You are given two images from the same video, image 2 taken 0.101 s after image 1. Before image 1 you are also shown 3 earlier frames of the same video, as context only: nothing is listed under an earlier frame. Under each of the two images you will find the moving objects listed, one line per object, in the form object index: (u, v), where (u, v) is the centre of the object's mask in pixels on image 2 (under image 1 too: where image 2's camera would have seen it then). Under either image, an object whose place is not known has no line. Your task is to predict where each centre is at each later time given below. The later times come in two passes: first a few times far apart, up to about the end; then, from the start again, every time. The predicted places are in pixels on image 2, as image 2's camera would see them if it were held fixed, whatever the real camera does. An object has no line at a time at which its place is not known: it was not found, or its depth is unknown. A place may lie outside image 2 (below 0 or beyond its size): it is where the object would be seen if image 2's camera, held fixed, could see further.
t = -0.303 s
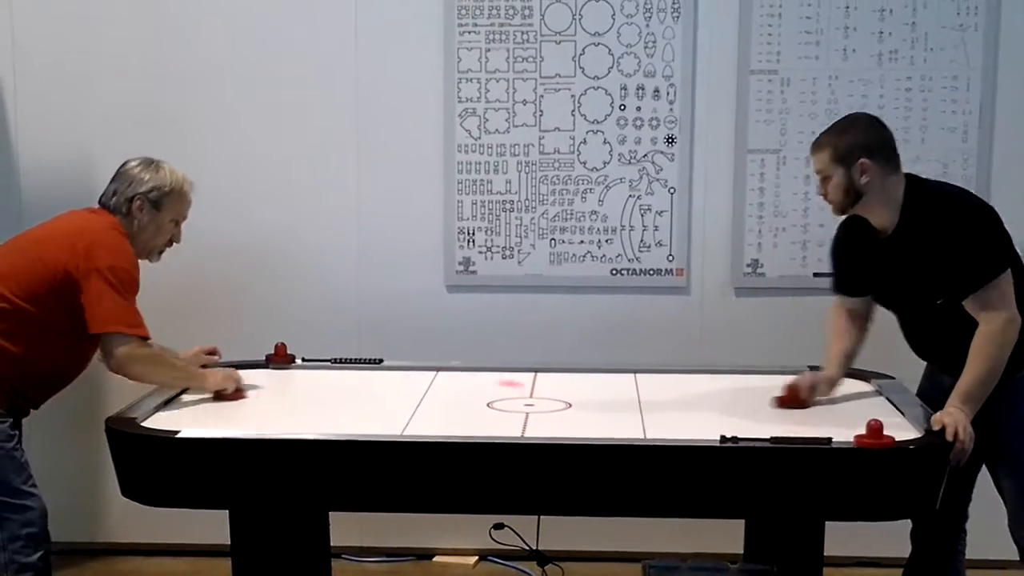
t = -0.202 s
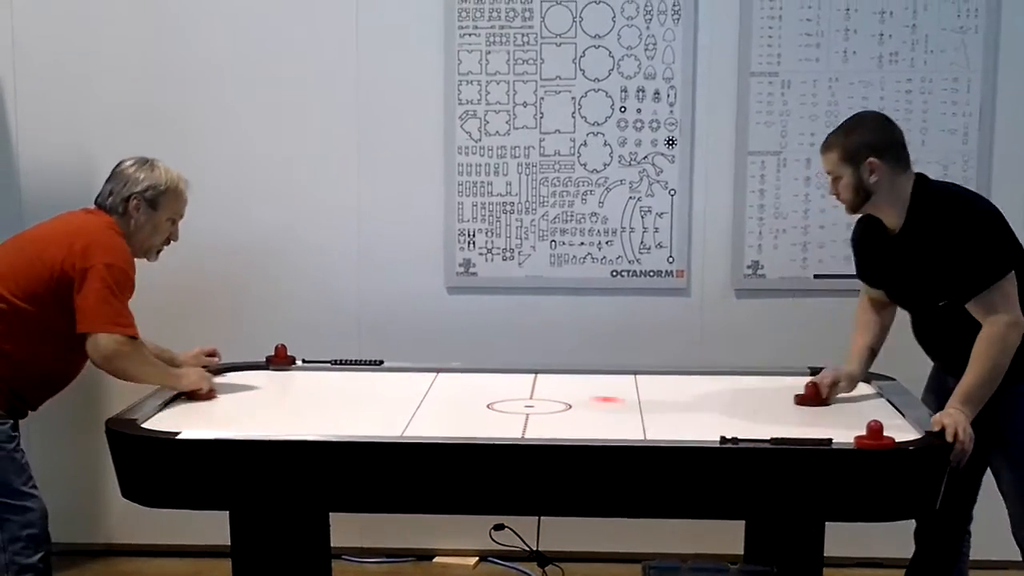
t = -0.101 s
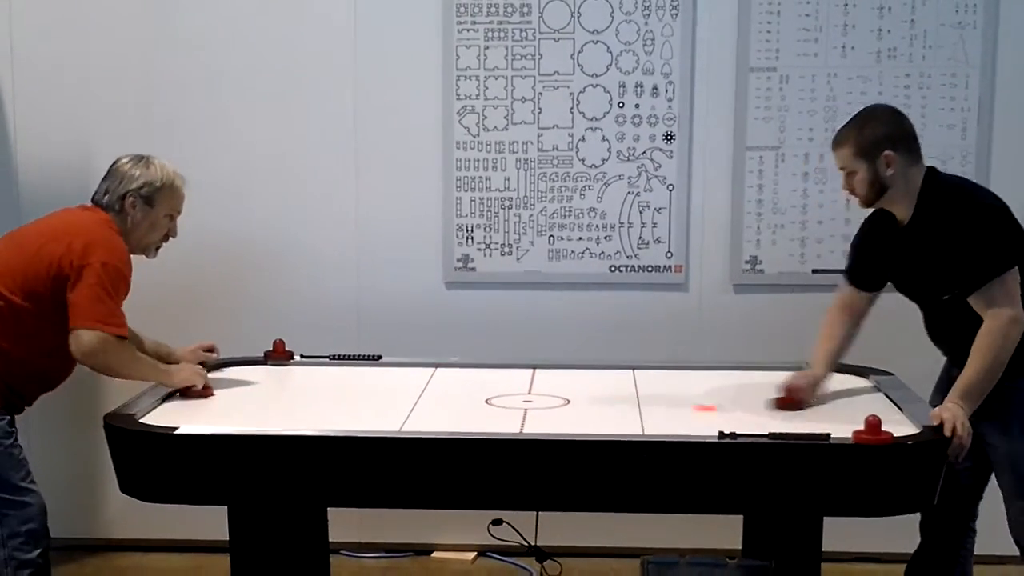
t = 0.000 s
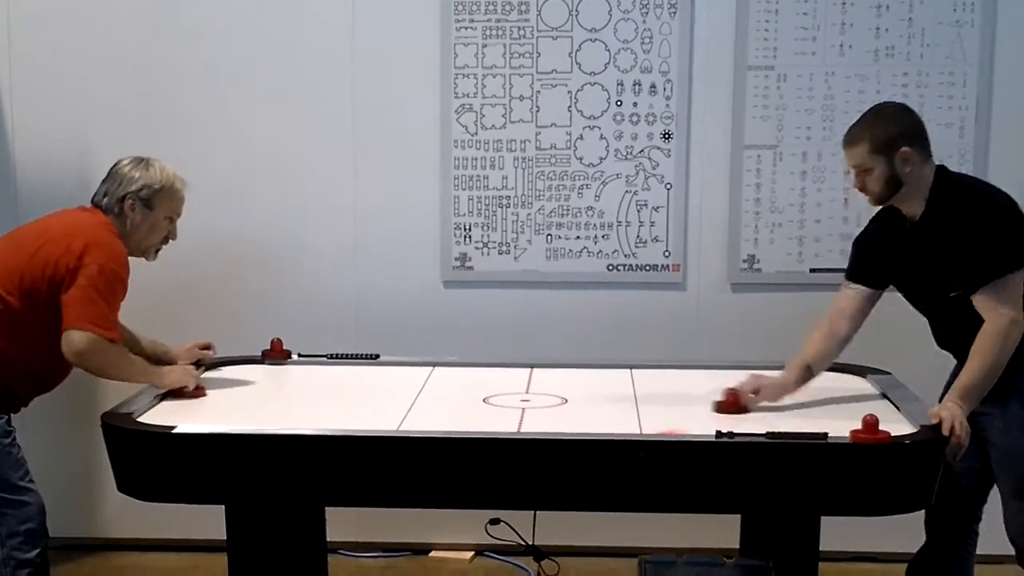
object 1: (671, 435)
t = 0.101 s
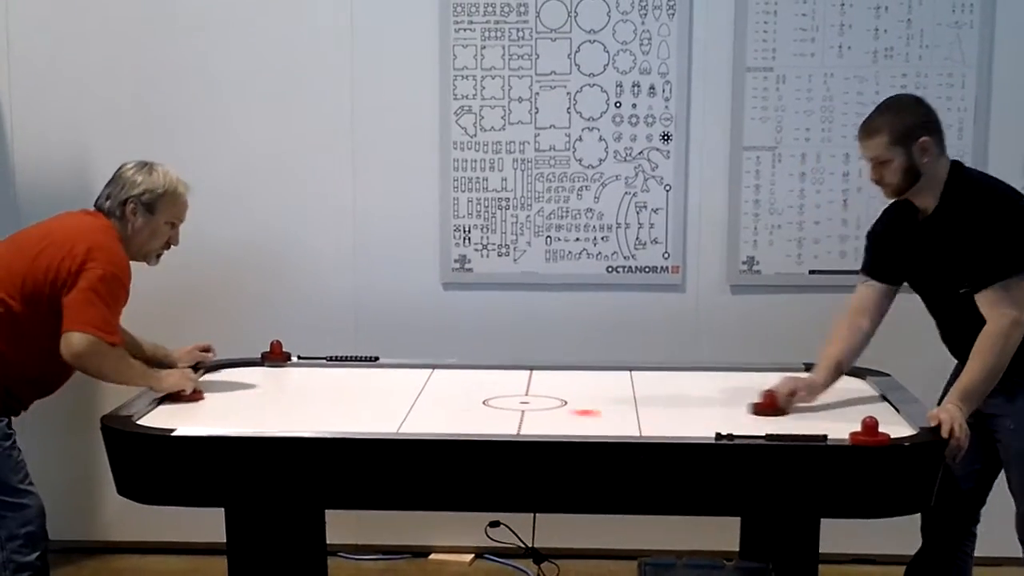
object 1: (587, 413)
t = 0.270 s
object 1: (477, 377)
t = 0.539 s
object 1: (324, 400)
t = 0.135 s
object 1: (560, 404)
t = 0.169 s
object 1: (538, 398)
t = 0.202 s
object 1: (516, 391)
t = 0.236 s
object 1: (496, 384)
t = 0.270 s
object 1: (477, 377)
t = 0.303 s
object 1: (460, 372)
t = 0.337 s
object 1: (443, 372)
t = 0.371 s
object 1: (422, 377)
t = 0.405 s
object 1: (405, 381)
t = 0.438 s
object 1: (386, 386)
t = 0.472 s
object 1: (365, 390)
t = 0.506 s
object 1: (345, 395)
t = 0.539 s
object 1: (324, 400)
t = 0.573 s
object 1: (303, 404)
